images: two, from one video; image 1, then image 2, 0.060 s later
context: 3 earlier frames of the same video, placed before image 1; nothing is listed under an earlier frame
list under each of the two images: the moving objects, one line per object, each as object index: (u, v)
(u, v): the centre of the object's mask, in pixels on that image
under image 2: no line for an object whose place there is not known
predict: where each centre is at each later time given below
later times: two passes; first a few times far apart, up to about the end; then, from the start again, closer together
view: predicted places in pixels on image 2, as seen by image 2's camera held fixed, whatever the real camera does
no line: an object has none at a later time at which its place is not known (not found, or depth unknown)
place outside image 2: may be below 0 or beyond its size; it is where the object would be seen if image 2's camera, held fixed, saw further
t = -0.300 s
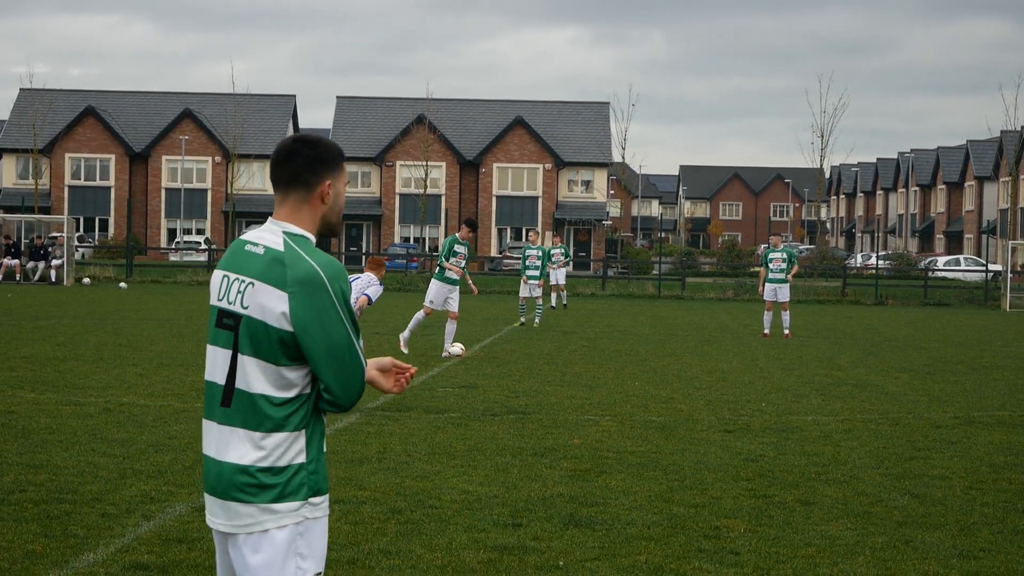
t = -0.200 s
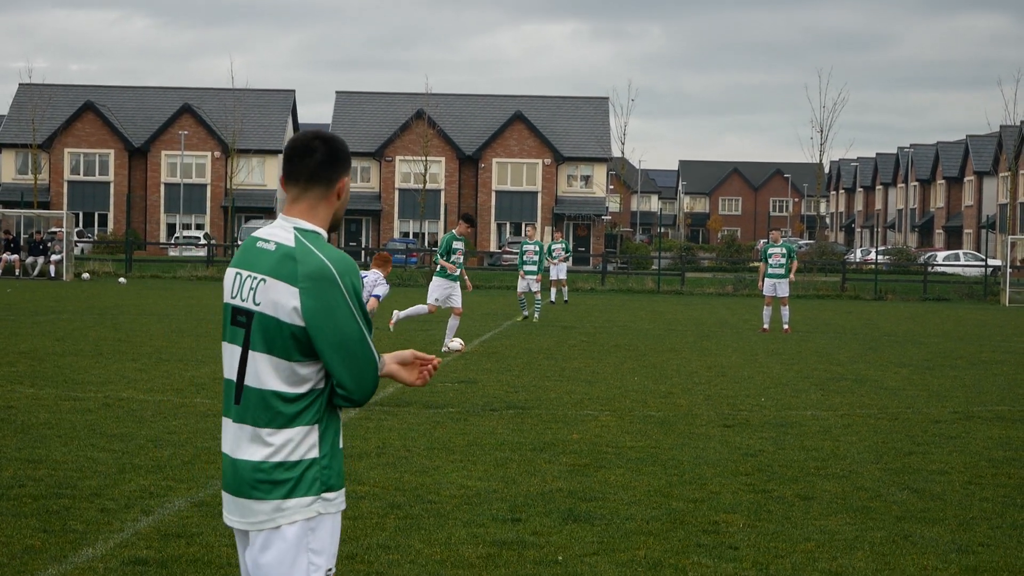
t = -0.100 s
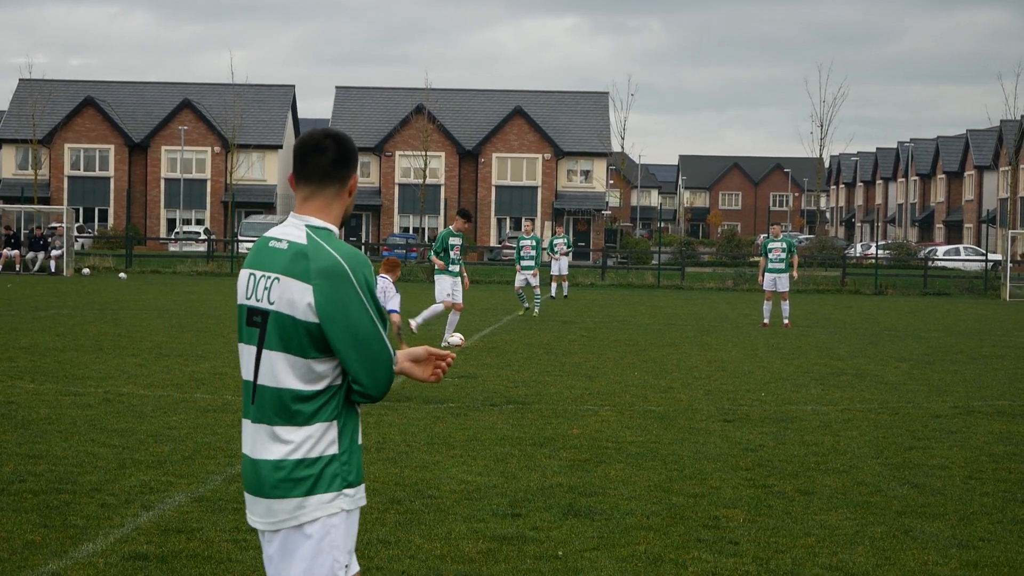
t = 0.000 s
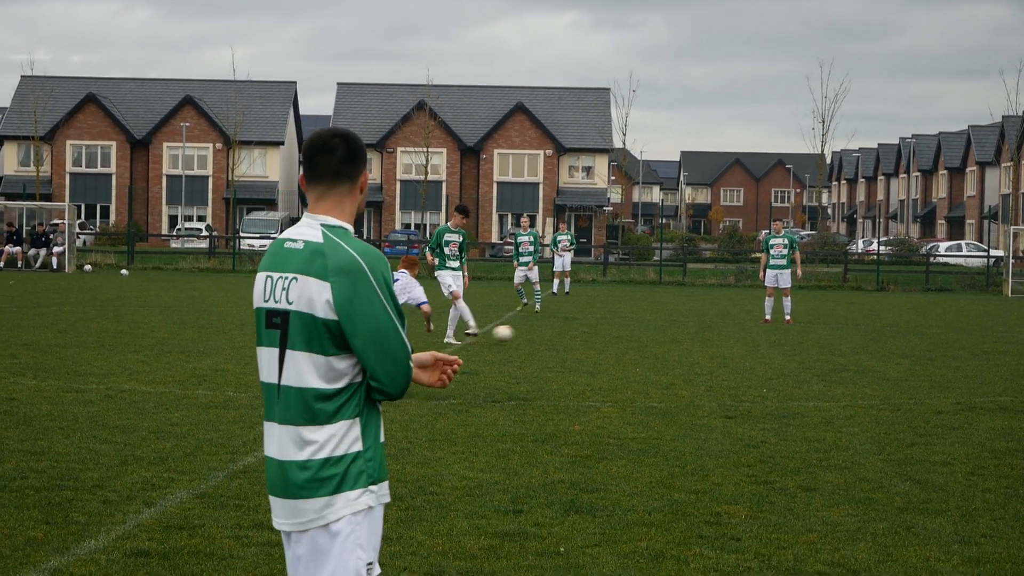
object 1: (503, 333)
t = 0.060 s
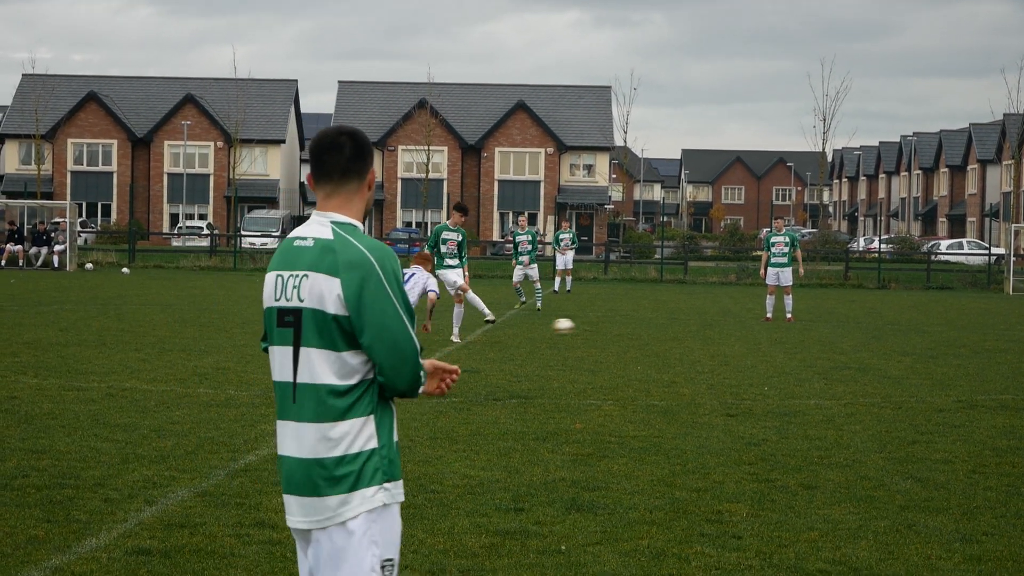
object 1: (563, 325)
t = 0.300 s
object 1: (796, 339)
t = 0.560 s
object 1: (1000, 336)
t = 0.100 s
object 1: (603, 324)
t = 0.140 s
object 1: (641, 324)
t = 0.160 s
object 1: (661, 325)
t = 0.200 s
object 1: (700, 327)
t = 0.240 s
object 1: (739, 331)
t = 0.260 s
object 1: (758, 333)
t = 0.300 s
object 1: (796, 339)
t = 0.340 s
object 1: (833, 343)
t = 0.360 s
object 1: (848, 341)
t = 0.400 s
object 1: (880, 337)
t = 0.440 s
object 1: (910, 335)
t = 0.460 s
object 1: (926, 334)
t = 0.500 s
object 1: (956, 335)
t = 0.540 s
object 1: (986, 336)
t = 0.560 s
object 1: (1000, 336)
